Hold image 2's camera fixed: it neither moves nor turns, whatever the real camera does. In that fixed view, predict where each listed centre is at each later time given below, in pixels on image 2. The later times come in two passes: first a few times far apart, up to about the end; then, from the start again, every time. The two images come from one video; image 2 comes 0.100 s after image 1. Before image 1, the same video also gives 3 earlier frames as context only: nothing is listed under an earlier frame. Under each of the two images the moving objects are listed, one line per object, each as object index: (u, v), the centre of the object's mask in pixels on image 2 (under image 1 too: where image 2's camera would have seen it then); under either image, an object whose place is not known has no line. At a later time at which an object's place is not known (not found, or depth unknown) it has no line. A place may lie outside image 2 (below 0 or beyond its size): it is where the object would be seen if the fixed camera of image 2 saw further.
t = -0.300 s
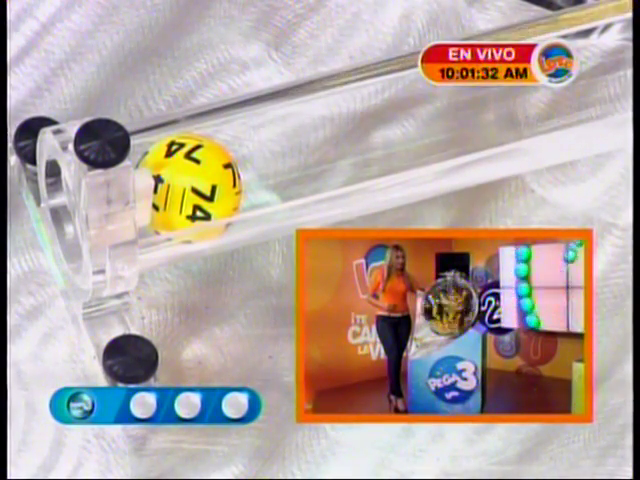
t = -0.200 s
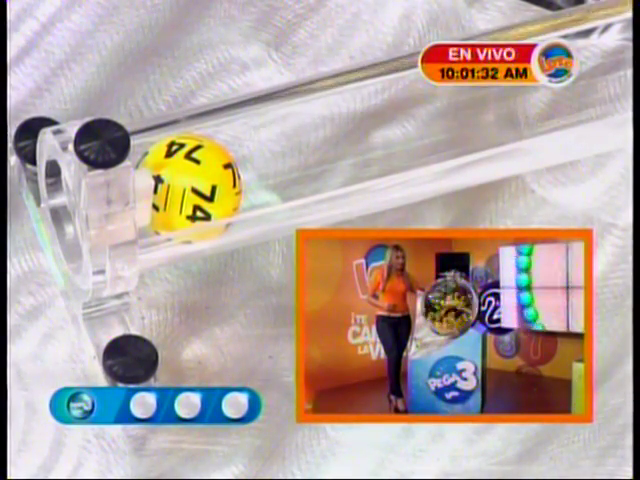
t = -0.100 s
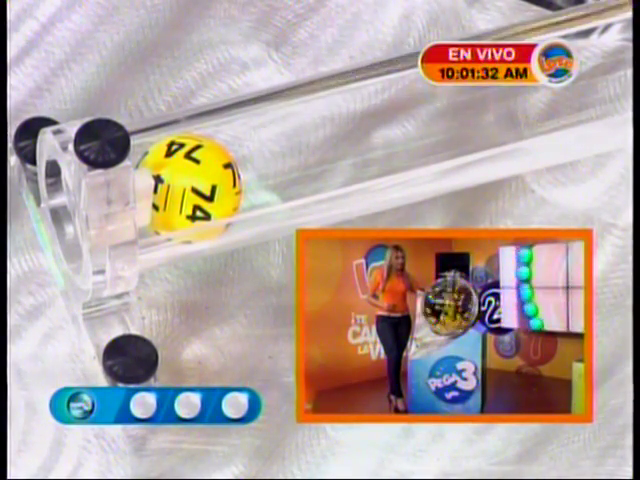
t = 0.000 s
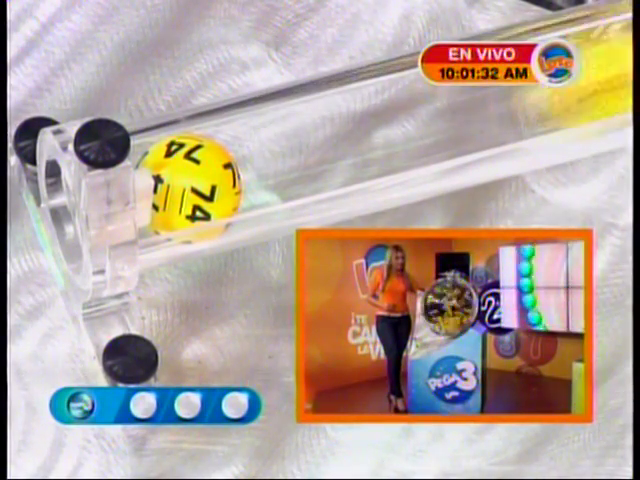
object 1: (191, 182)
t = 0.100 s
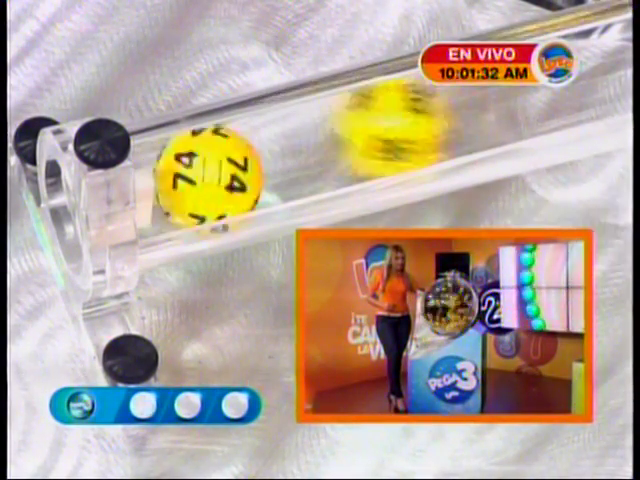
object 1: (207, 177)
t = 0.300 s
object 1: (192, 184)
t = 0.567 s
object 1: (191, 186)
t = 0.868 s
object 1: (195, 178)
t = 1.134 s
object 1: (191, 182)
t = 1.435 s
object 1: (191, 182)
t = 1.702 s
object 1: (191, 182)
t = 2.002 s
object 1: (191, 182)
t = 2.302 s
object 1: (191, 182)
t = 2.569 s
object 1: (191, 182)
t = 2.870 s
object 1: (191, 182)
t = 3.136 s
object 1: (191, 182)
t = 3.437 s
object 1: (191, 182)
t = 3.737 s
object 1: (191, 182)
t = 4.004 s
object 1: (191, 182)
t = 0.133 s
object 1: (209, 176)
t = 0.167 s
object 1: (205, 175)
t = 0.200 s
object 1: (199, 179)
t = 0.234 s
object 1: (192, 181)
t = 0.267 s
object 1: (193, 181)
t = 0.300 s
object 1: (192, 184)
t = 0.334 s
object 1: (192, 184)
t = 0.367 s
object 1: (192, 185)
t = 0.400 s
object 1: (192, 186)
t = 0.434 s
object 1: (191, 186)
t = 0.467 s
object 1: (191, 186)
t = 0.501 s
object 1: (191, 186)
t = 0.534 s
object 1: (190, 182)
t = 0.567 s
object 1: (191, 186)
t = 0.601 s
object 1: (191, 186)
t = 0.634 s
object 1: (191, 186)
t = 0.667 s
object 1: (191, 186)
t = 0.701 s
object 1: (191, 182)
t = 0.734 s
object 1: (191, 185)
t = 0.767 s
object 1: (190, 182)
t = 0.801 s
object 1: (190, 182)
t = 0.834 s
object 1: (190, 182)
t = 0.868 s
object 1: (195, 178)
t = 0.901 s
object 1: (198, 180)
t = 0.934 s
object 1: (196, 178)
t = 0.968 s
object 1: (191, 181)
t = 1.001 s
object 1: (192, 183)
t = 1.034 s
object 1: (193, 182)
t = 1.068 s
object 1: (193, 182)
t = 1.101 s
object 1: (191, 182)
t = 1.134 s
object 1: (191, 182)
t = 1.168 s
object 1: (191, 182)
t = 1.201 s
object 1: (191, 182)
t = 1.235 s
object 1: (191, 182)
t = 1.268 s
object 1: (191, 182)
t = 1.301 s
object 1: (191, 182)
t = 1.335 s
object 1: (191, 182)
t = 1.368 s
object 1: (191, 182)
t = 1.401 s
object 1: (191, 182)
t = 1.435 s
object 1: (191, 182)
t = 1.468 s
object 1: (191, 182)
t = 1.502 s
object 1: (191, 182)
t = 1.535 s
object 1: (191, 182)
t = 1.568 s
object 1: (191, 182)
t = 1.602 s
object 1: (191, 182)
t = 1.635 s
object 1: (191, 182)
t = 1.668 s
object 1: (191, 182)
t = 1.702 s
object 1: (191, 182)
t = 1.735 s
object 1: (191, 182)
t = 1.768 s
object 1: (191, 182)
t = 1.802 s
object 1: (191, 182)
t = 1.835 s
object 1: (191, 182)
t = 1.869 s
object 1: (191, 182)
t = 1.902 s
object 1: (191, 182)
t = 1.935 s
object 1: (191, 182)
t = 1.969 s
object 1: (191, 182)
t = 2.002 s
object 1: (191, 182)
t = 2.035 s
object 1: (191, 182)
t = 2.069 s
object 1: (191, 182)
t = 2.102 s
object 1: (191, 182)
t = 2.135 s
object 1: (191, 182)
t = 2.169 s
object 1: (191, 182)
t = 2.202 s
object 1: (191, 182)
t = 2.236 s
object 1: (191, 182)
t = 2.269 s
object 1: (191, 182)
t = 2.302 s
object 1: (191, 182)
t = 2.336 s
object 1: (191, 182)
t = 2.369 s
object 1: (191, 182)
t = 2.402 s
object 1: (191, 182)
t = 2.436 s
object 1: (191, 182)
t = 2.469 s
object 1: (191, 182)
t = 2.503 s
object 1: (191, 182)
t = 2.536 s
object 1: (191, 182)
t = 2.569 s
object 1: (191, 182)
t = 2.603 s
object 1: (191, 182)
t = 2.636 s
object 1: (191, 182)
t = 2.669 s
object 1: (191, 182)
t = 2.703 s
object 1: (191, 182)
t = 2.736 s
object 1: (191, 182)
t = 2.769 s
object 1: (191, 182)
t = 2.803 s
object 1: (191, 182)
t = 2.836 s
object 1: (191, 182)
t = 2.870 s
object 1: (191, 182)
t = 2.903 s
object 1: (191, 182)
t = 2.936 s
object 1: (191, 182)
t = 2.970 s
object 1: (191, 182)
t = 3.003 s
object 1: (191, 182)
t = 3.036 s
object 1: (191, 182)
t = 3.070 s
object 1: (191, 182)
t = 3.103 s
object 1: (191, 182)
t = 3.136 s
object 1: (191, 182)
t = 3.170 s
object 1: (191, 182)
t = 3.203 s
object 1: (191, 182)
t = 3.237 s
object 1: (191, 182)
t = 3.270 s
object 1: (191, 182)
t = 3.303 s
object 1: (191, 182)
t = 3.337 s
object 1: (191, 182)
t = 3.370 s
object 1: (191, 182)
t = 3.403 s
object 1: (191, 182)
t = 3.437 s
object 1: (191, 182)
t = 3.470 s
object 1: (191, 182)
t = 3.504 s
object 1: (191, 182)
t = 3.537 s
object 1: (191, 182)
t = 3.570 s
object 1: (191, 182)
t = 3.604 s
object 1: (191, 182)
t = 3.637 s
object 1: (191, 182)
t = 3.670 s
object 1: (191, 182)
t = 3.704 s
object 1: (191, 182)
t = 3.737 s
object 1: (191, 182)
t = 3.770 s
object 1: (191, 182)
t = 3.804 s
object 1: (191, 182)
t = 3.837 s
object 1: (191, 182)
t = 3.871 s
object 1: (191, 182)
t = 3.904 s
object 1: (191, 182)
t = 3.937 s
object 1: (191, 182)
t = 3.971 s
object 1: (191, 182)
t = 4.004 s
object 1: (191, 182)
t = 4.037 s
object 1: (191, 182)
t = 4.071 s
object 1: (191, 182)
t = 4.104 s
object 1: (191, 182)
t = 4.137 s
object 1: (191, 182)
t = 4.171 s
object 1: (191, 182)
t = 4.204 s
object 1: (191, 182)
